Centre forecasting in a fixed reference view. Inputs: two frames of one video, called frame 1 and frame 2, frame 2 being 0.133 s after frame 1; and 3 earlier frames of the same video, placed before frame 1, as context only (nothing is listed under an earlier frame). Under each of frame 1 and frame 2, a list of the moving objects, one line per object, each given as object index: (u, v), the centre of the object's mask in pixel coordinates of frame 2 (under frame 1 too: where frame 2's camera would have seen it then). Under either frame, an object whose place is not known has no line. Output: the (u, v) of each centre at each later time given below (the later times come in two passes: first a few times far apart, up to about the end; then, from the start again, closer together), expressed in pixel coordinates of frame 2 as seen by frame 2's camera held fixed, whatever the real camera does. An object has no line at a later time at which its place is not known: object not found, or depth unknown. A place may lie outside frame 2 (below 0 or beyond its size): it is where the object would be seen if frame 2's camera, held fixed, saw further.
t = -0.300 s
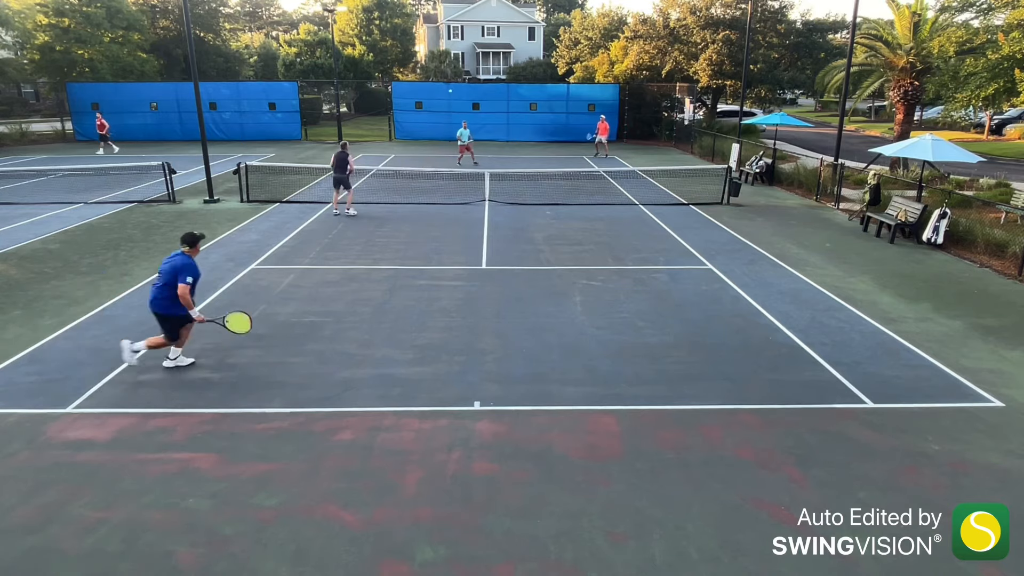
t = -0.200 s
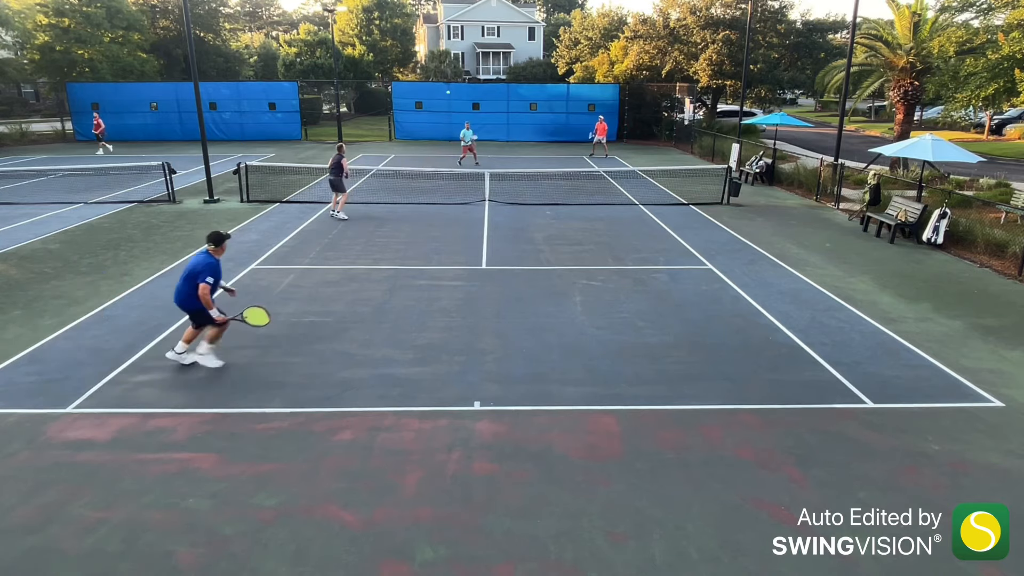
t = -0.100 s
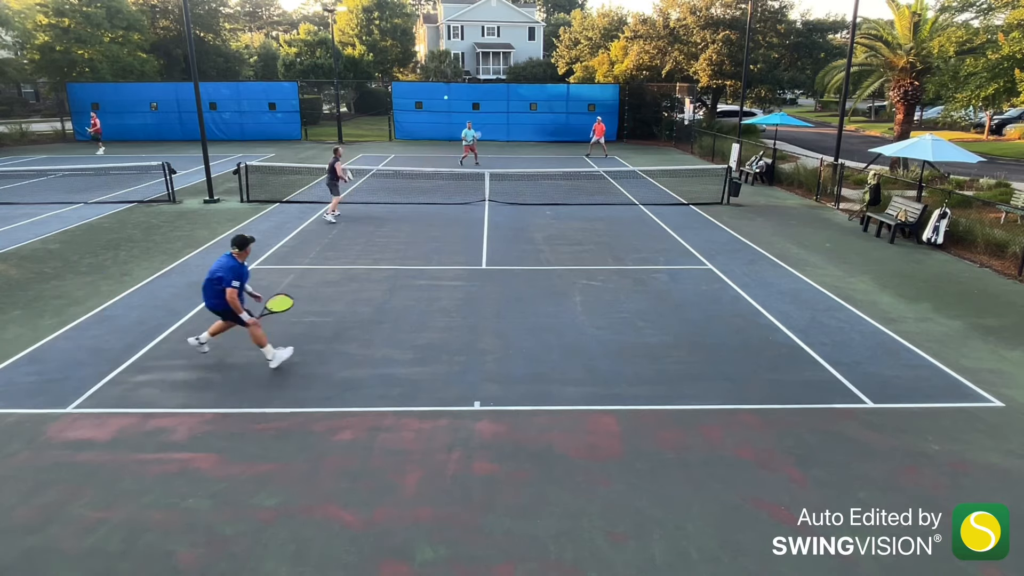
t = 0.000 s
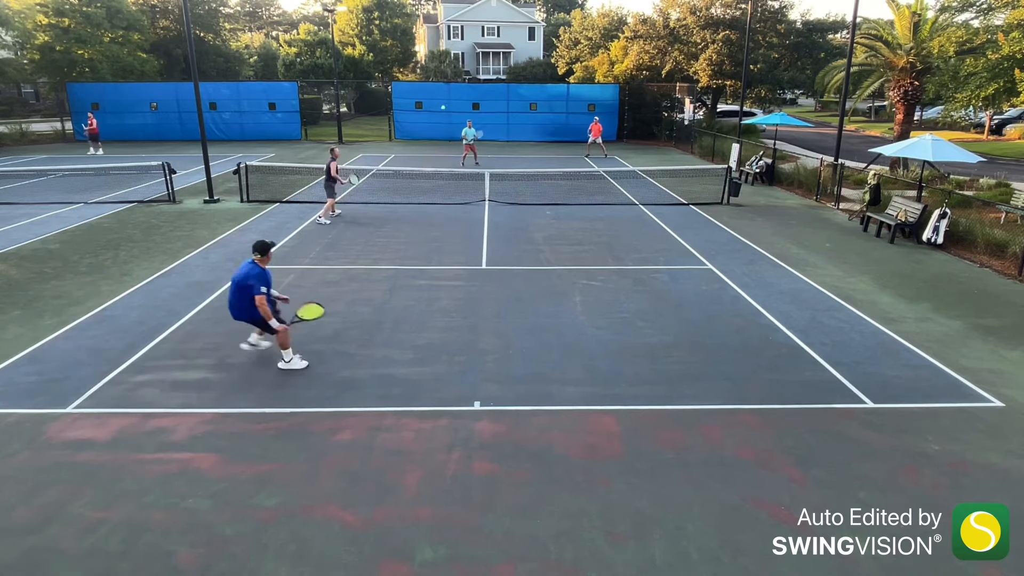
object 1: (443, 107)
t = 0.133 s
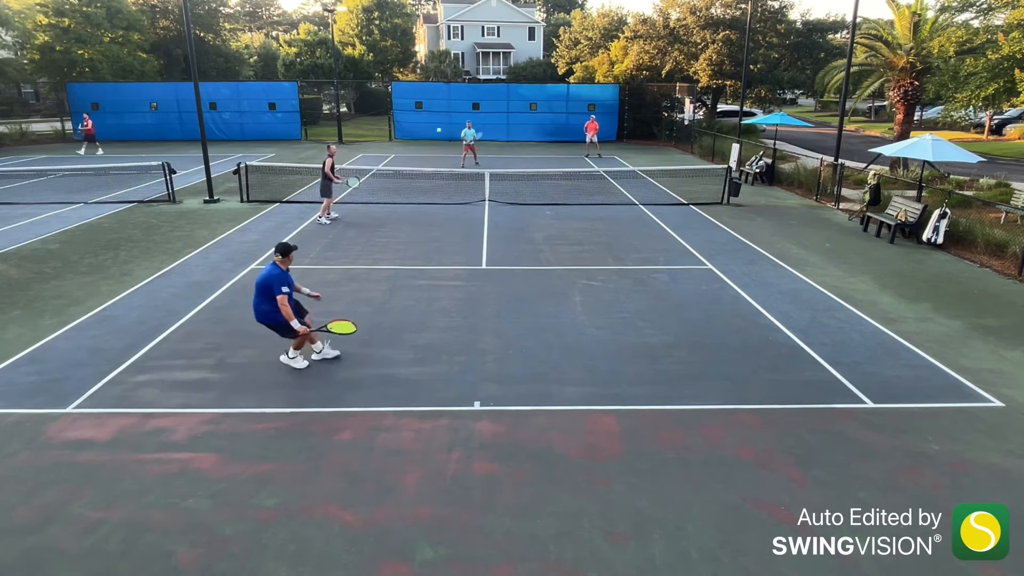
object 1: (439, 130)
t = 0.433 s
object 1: (426, 226)
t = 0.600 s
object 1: (415, 308)
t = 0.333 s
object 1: (431, 189)
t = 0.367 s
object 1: (429, 203)
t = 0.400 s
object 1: (428, 210)
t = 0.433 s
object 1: (426, 226)
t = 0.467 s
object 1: (424, 243)
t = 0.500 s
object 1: (422, 261)
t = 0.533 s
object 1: (420, 281)
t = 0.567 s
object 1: (418, 303)
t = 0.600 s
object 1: (415, 308)
